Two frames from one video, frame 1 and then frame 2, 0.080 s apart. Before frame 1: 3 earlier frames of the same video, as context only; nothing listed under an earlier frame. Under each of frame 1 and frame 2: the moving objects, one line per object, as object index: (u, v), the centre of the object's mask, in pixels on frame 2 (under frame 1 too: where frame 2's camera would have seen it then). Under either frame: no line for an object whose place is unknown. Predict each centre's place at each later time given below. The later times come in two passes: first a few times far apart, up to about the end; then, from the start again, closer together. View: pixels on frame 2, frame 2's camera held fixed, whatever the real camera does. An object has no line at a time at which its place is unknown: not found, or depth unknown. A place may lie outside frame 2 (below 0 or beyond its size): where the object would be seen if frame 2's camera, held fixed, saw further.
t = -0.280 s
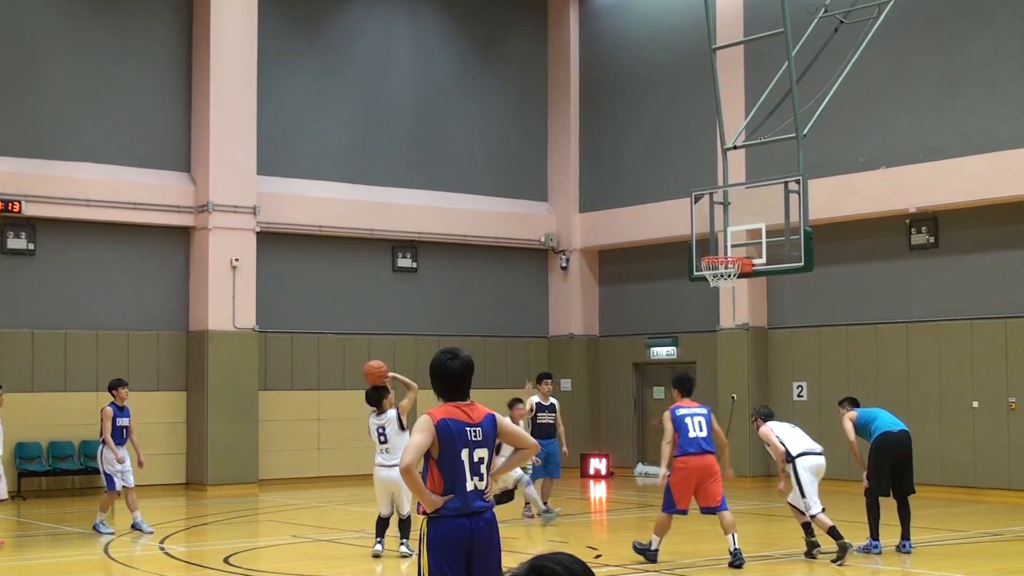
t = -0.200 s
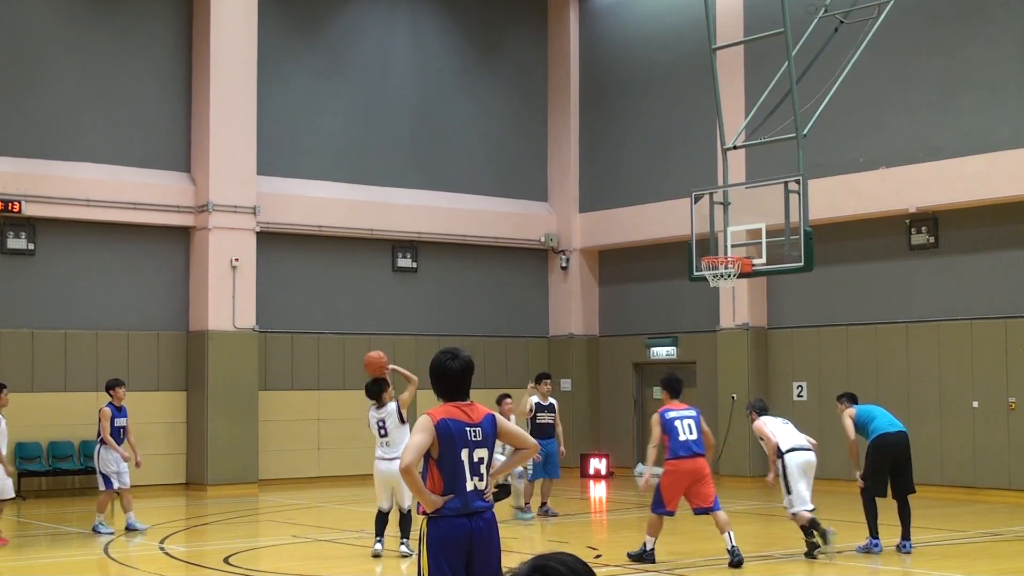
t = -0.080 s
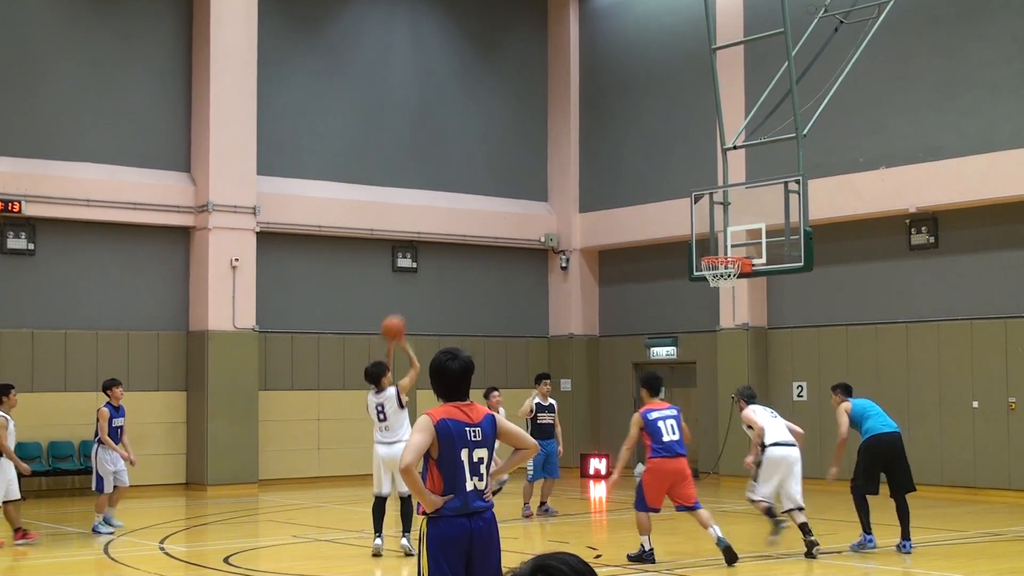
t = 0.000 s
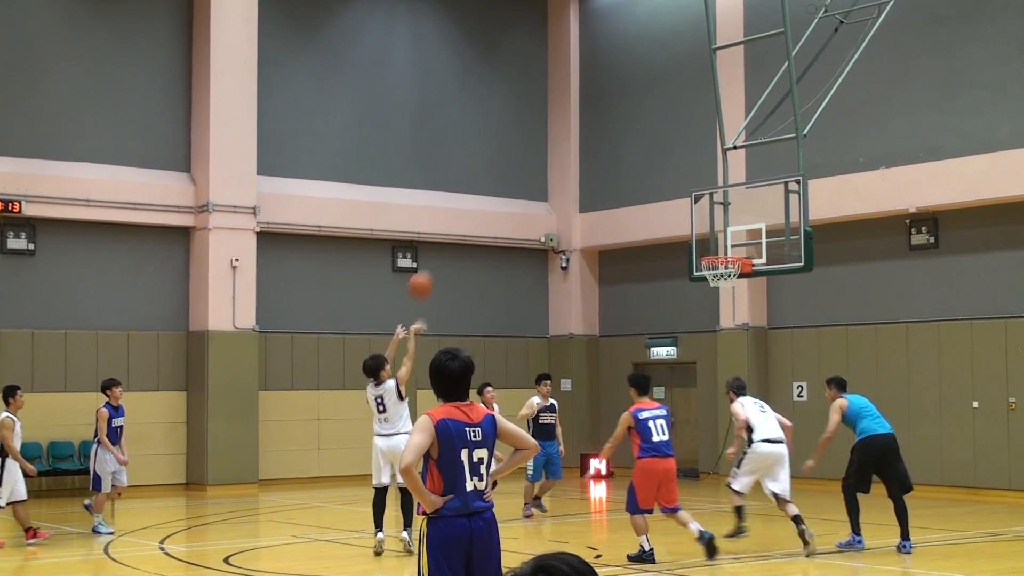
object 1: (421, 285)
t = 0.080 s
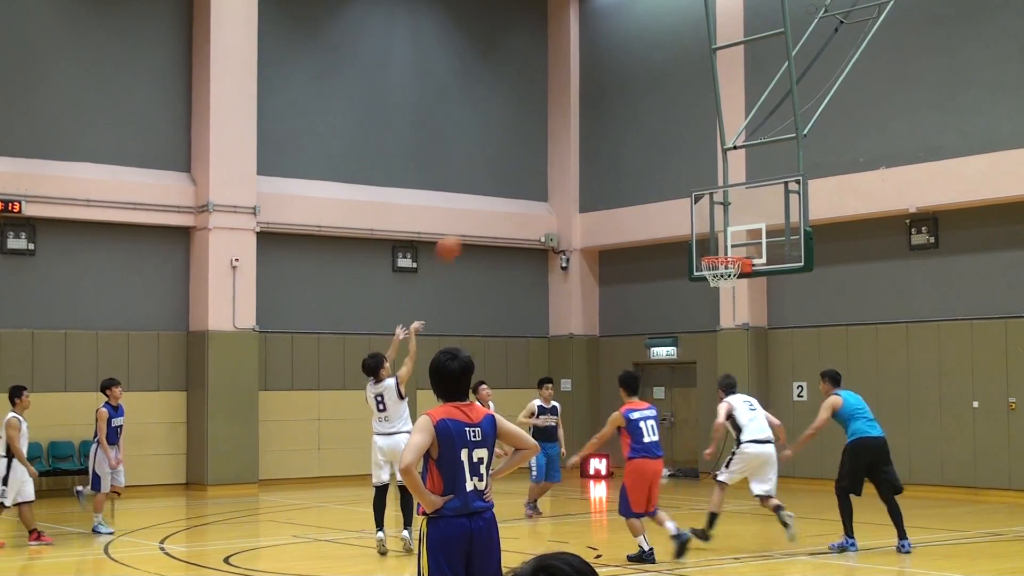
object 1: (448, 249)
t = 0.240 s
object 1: (504, 192)
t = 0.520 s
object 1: (592, 158)
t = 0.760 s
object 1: (666, 184)
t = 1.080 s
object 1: (736, 251)
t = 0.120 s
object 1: (462, 232)
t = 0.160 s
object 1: (476, 217)
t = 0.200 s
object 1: (490, 203)
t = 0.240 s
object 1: (504, 192)
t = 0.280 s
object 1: (517, 183)
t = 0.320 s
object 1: (529, 174)
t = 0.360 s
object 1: (542, 168)
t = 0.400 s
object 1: (555, 164)
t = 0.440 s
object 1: (567, 161)
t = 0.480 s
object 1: (580, 159)
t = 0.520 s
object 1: (592, 158)
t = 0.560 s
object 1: (604, 159)
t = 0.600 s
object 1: (616, 162)
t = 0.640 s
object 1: (627, 165)
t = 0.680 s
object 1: (638, 171)
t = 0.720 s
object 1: (653, 177)
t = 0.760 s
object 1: (666, 184)
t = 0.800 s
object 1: (677, 194)
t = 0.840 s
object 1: (687, 204)
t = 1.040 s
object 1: (734, 249)
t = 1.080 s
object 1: (736, 251)
